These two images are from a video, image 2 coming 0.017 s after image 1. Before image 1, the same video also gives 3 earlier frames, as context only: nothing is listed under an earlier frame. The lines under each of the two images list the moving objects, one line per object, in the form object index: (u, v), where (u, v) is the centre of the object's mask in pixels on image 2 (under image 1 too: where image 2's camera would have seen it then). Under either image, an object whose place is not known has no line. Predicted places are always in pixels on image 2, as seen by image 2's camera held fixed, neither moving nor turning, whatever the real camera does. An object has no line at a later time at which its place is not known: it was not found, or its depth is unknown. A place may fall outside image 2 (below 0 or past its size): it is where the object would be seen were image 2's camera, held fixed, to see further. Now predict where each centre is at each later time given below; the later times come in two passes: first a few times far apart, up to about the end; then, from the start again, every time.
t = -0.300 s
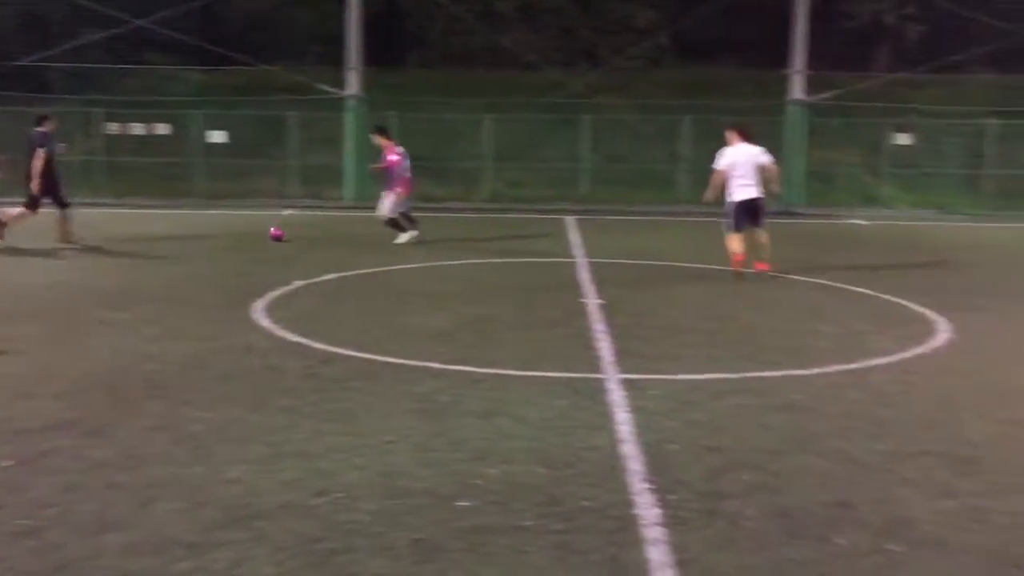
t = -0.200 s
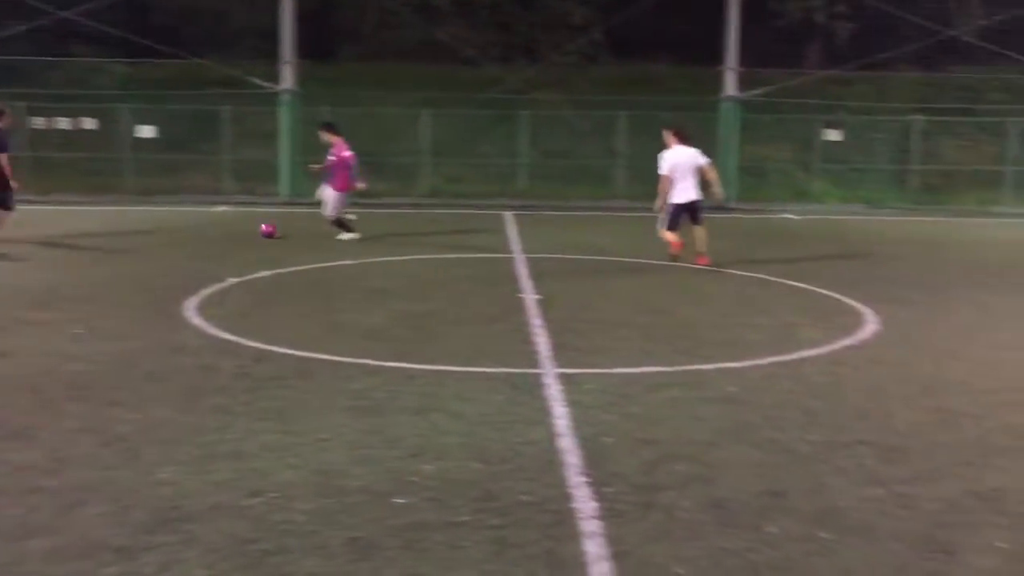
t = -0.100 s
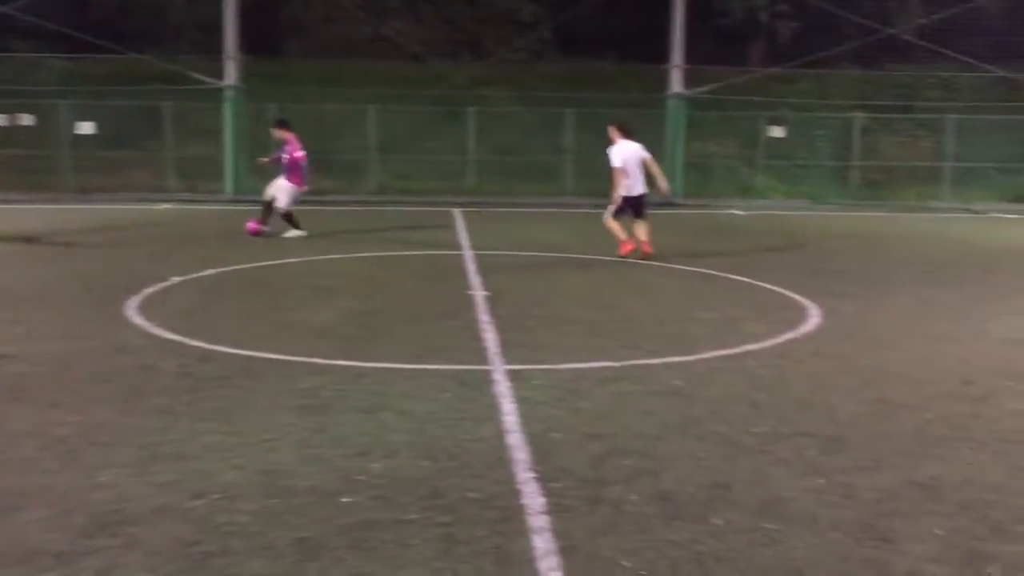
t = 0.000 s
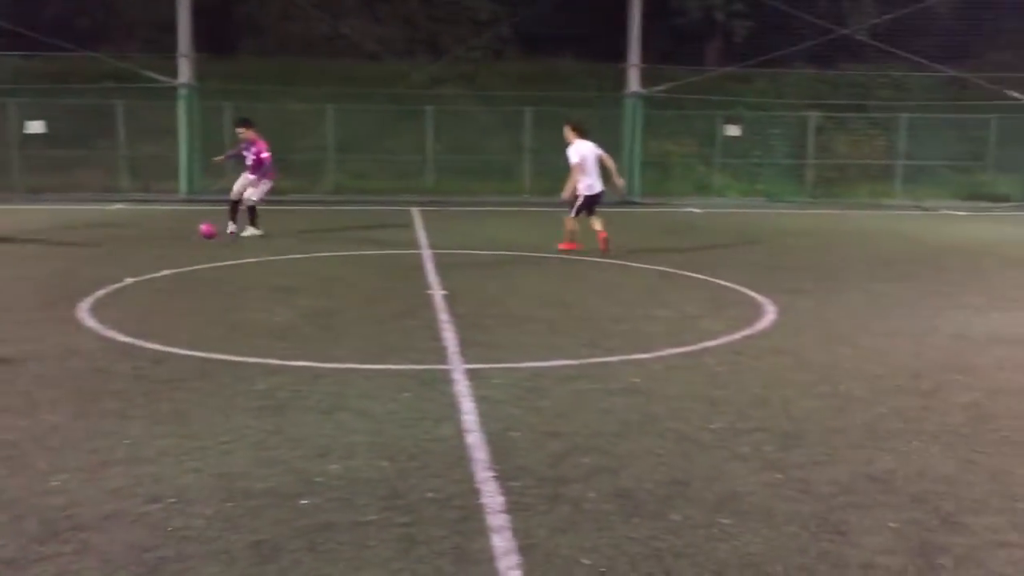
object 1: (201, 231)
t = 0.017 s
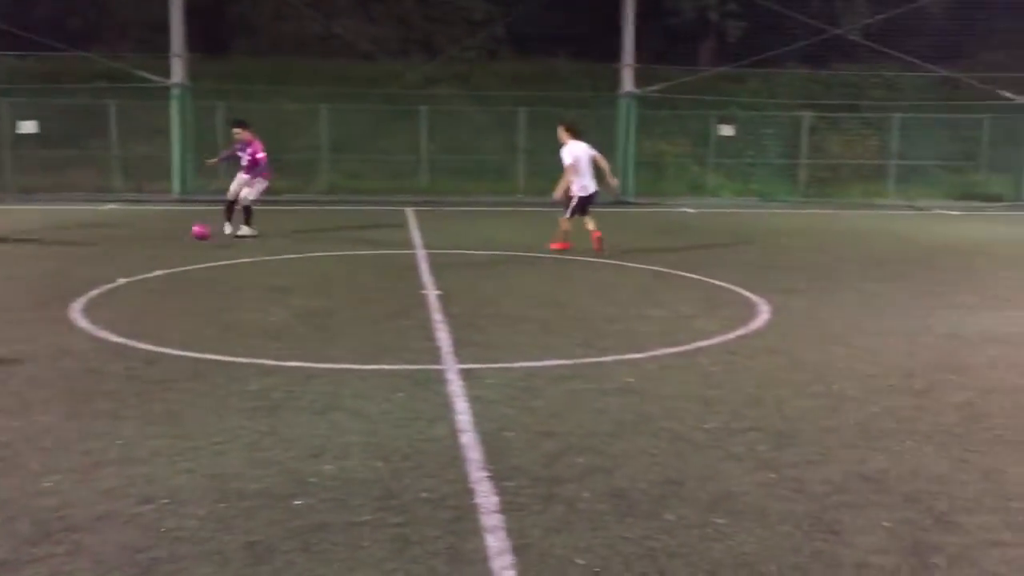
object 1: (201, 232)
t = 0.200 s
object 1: (203, 252)
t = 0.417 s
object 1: (223, 274)
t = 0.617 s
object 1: (254, 290)
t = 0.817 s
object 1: (298, 314)
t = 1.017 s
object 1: (355, 338)
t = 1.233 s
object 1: (438, 377)
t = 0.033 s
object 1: (200, 234)
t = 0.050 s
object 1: (199, 236)
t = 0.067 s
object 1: (200, 237)
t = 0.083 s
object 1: (200, 239)
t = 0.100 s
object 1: (200, 242)
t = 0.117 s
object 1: (200, 247)
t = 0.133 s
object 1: (200, 249)
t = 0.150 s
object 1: (200, 250)
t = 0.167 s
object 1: (201, 251)
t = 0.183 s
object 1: (202, 251)
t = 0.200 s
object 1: (203, 252)
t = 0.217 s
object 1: (204, 254)
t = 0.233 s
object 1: (205, 256)
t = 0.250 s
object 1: (206, 258)
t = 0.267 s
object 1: (207, 260)
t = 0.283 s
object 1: (208, 262)
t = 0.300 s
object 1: (210, 263)
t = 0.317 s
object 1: (211, 265)
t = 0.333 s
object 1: (213, 266)
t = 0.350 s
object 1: (215, 267)
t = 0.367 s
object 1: (217, 268)
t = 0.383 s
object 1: (218, 270)
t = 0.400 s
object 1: (220, 272)
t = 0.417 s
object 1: (223, 274)
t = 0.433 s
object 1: (225, 275)
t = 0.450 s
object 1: (227, 276)
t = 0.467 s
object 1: (228, 277)
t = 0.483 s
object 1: (231, 279)
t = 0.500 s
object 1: (233, 281)
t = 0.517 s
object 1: (235, 282)
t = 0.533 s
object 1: (239, 282)
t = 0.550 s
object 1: (242, 284)
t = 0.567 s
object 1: (245, 285)
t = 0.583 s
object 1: (248, 286)
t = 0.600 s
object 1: (251, 288)
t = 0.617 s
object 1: (254, 290)
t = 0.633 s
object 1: (257, 293)
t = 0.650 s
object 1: (260, 296)
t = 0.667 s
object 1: (264, 298)
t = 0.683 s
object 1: (267, 299)
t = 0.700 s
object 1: (271, 300)
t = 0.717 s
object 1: (274, 301)
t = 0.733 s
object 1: (277, 303)
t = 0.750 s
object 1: (282, 305)
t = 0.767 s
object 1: (286, 307)
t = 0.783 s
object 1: (290, 311)
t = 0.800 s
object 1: (293, 313)
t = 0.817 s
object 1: (298, 314)
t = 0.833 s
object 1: (302, 316)
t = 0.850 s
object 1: (307, 320)
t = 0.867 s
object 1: (312, 322)
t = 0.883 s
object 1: (316, 323)
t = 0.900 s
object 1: (321, 325)
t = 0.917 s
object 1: (325, 327)
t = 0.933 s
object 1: (330, 329)
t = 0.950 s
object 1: (335, 332)
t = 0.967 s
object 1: (340, 334)
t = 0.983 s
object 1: (345, 335)
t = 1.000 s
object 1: (350, 336)
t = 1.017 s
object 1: (355, 338)
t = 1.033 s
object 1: (361, 341)
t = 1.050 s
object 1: (367, 344)
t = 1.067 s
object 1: (372, 348)
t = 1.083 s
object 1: (378, 352)
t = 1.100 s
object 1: (384, 354)
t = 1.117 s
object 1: (391, 357)
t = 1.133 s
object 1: (397, 360)
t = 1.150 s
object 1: (404, 362)
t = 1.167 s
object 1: (410, 365)
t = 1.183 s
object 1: (416, 367)
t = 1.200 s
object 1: (423, 371)
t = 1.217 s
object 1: (430, 374)
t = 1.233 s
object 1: (438, 377)
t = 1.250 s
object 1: (446, 380)
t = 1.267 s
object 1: (453, 383)
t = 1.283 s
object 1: (461, 387)
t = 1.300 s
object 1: (468, 391)
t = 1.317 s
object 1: (478, 394)
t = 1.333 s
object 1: (486, 397)
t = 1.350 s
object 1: (494, 401)
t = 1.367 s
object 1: (503, 405)
